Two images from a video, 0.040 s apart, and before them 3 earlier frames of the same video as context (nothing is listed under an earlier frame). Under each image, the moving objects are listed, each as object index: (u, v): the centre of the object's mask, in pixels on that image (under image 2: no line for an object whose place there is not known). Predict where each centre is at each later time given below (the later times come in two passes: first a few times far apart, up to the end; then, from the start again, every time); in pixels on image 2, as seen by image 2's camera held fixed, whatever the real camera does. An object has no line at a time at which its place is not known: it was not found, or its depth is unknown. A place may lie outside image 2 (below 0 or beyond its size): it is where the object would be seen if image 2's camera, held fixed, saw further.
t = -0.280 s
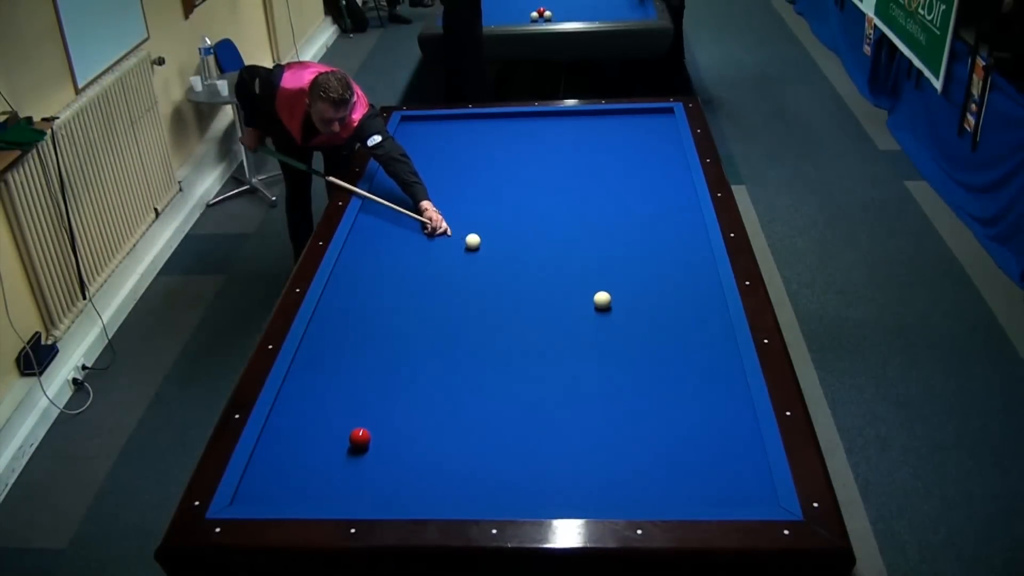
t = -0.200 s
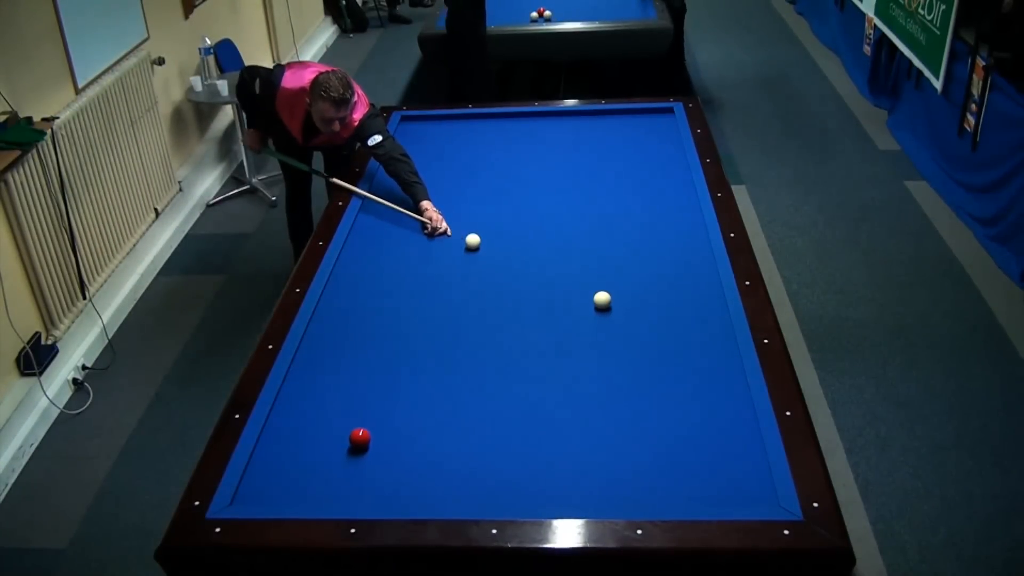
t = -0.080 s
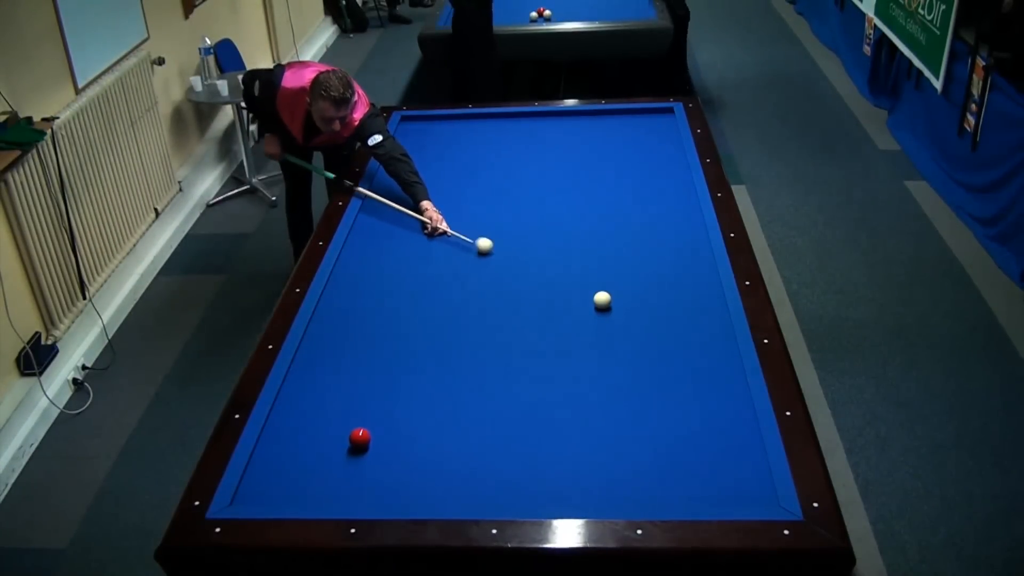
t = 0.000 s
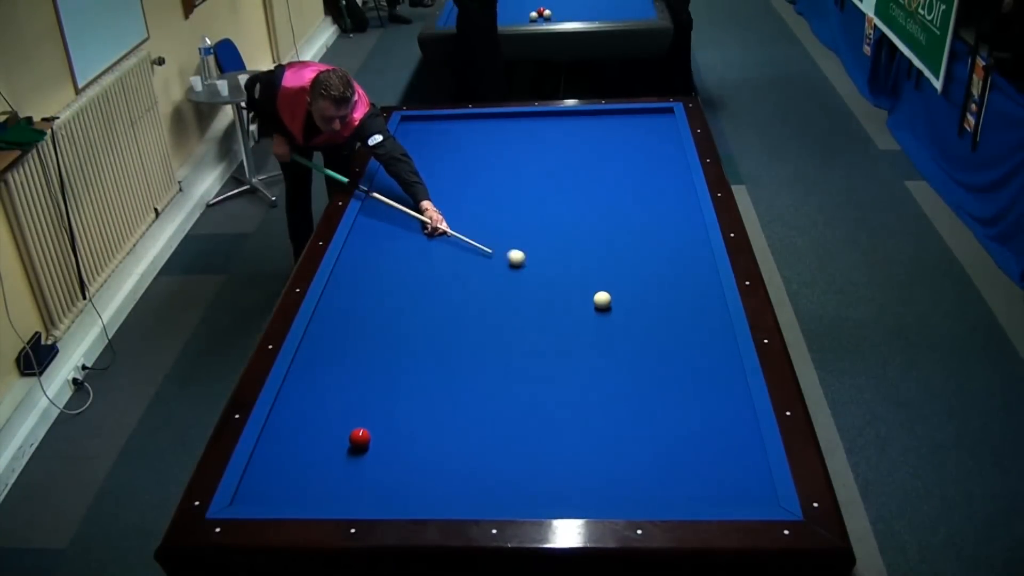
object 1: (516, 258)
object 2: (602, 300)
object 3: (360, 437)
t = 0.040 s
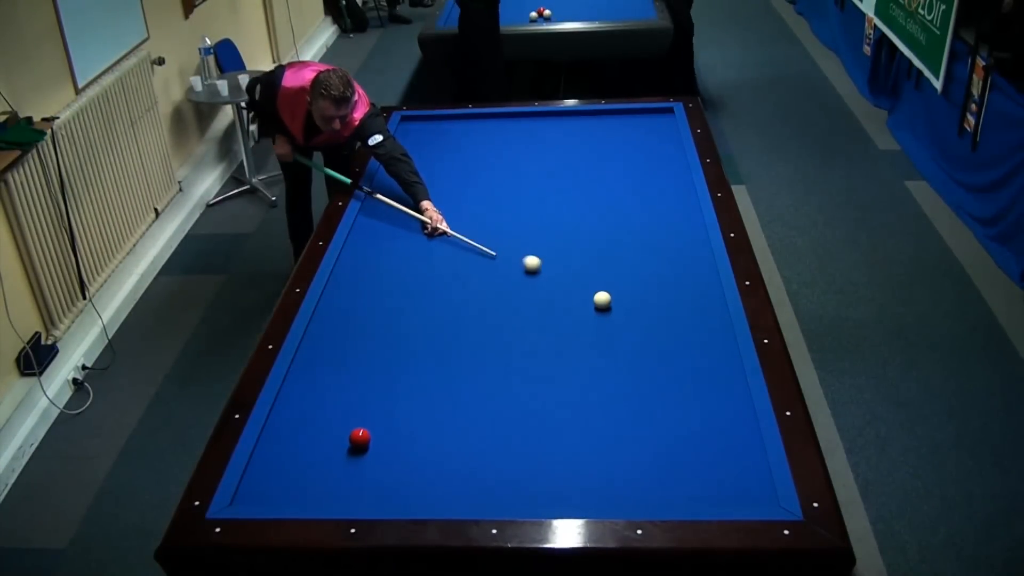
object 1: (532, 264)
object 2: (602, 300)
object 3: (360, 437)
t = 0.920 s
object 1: (613, 335)
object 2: (623, 406)
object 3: (360, 437)
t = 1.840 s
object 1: (386, 429)
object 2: (645, 454)
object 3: (360, 437)
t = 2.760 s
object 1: (329, 458)
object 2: (652, 375)
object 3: (274, 496)
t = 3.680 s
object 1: (284, 481)
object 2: (657, 318)
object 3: (351, 473)
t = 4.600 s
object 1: (250, 496)
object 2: (659, 276)
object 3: (413, 453)
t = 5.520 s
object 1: (252, 494)
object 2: (660, 245)
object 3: (458, 437)
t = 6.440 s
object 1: (254, 493)
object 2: (660, 221)
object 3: (488, 426)
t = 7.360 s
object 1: (254, 493)
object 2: (660, 203)
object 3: (505, 420)
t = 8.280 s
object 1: (255, 493)
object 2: (661, 190)
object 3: (511, 418)
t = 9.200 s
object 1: (255, 493)
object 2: (662, 182)
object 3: (510, 418)
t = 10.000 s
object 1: (255, 493)
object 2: (662, 178)
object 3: (510, 418)
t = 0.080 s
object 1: (547, 270)
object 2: (602, 300)
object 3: (360, 437)
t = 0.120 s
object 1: (563, 276)
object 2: (602, 300)
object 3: (360, 437)
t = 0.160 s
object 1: (579, 282)
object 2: (602, 300)
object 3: (360, 437)
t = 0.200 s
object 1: (594, 287)
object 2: (602, 300)
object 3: (360, 437)
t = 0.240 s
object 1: (612, 290)
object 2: (603, 304)
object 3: (360, 437)
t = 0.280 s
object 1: (627, 291)
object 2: (604, 311)
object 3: (360, 437)
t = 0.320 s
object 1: (642, 291)
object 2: (605, 317)
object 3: (360, 437)
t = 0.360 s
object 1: (658, 292)
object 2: (607, 323)
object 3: (360, 437)
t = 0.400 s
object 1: (674, 294)
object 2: (608, 329)
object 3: (360, 437)
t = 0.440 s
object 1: (690, 295)
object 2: (609, 335)
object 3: (360, 437)
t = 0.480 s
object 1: (706, 297)
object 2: (610, 340)
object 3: (360, 437)
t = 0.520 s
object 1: (713, 299)
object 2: (611, 345)
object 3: (360, 437)
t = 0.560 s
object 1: (701, 303)
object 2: (612, 351)
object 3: (360, 437)
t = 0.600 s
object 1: (689, 307)
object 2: (613, 357)
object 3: (360, 437)
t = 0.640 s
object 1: (678, 310)
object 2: (614, 362)
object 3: (360, 437)
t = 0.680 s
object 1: (668, 314)
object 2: (615, 368)
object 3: (360, 437)
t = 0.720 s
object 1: (659, 318)
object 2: (617, 374)
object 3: (360, 437)
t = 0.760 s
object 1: (650, 321)
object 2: (618, 381)
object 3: (360, 437)
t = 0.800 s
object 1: (641, 325)
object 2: (619, 387)
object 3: (360, 437)
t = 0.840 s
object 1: (632, 328)
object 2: (620, 393)
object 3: (360, 437)
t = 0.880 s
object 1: (623, 332)
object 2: (621, 399)
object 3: (360, 437)
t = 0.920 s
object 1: (613, 335)
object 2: (623, 406)
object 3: (360, 437)
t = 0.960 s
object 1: (604, 339)
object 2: (624, 413)
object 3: (360, 437)
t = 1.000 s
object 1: (595, 343)
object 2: (625, 419)
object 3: (360, 437)
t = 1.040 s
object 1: (586, 346)
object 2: (626, 426)
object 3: (360, 437)
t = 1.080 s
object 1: (577, 350)
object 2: (628, 433)
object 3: (360, 437)
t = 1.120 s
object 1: (567, 354)
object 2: (629, 440)
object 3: (360, 437)
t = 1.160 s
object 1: (558, 358)
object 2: (631, 447)
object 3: (360, 437)
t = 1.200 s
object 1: (548, 362)
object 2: (632, 454)
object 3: (360, 437)
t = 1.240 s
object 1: (539, 366)
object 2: (634, 461)
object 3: (360, 437)
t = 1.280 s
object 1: (529, 370)
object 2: (635, 469)
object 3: (359, 437)
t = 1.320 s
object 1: (520, 374)
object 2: (636, 477)
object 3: (360, 437)
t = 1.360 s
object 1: (510, 378)
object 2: (638, 485)
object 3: (360, 437)
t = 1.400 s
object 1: (500, 383)
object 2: (639, 492)
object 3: (360, 437)
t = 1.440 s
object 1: (490, 387)
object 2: (641, 497)
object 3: (360, 437)
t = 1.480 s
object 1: (480, 391)
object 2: (642, 494)
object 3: (360, 437)
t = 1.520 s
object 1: (470, 395)
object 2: (642, 489)
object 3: (360, 437)
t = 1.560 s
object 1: (460, 399)
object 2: (642, 484)
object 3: (360, 437)
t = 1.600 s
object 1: (450, 403)
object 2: (643, 480)
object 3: (360, 437)
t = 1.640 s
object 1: (439, 407)
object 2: (643, 475)
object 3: (360, 437)
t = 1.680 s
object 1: (429, 412)
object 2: (644, 471)
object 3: (360, 437)
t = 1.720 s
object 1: (418, 416)
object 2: (644, 467)
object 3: (360, 437)
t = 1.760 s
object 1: (408, 421)
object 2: (645, 463)
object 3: (360, 437)
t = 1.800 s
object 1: (397, 425)
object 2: (645, 459)
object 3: (360, 437)
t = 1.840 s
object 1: (386, 429)
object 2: (645, 454)
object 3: (360, 437)
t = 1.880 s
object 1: (380, 432)
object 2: (646, 450)
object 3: (355, 439)
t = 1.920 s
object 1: (379, 433)
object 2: (646, 446)
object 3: (345, 443)
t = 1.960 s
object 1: (377, 434)
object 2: (646, 442)
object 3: (336, 446)
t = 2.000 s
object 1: (375, 435)
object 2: (647, 438)
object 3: (327, 450)
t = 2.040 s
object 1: (372, 436)
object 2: (647, 434)
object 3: (320, 453)
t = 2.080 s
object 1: (369, 438)
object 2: (647, 431)
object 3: (313, 455)
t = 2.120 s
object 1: (367, 439)
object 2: (648, 427)
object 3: (305, 458)
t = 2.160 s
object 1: (364, 440)
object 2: (648, 424)
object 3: (298, 461)
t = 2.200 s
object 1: (362, 442)
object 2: (648, 420)
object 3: (291, 464)
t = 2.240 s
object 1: (359, 443)
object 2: (649, 417)
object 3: (283, 467)
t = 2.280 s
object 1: (357, 444)
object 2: (649, 413)
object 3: (276, 470)
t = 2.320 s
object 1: (354, 445)
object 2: (649, 410)
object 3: (269, 473)
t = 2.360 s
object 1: (352, 447)
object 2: (649, 406)
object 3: (261, 476)
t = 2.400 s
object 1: (350, 448)
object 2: (650, 403)
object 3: (253, 479)
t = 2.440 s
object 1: (347, 449)
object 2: (650, 400)
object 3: (251, 481)
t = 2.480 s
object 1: (345, 450)
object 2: (650, 397)
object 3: (254, 483)
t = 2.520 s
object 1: (342, 451)
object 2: (650, 394)
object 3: (258, 485)
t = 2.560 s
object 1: (340, 453)
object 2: (651, 390)
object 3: (260, 487)
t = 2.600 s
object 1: (338, 454)
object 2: (651, 387)
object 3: (263, 489)
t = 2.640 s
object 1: (335, 455)
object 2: (651, 384)
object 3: (266, 491)
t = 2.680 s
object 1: (333, 456)
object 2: (651, 381)
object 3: (269, 493)
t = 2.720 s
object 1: (331, 457)
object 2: (652, 378)
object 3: (271, 495)
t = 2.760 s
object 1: (329, 458)
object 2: (652, 375)
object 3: (274, 496)
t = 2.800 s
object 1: (326, 460)
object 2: (652, 373)
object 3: (278, 496)
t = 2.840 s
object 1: (324, 461)
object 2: (652, 370)
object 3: (282, 495)
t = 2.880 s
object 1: (322, 462)
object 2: (653, 367)
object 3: (285, 494)
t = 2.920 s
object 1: (320, 463)
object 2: (653, 364)
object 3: (289, 493)
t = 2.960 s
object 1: (318, 464)
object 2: (653, 362)
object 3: (292, 492)
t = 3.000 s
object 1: (316, 465)
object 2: (653, 359)
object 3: (296, 492)
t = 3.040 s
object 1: (314, 466)
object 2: (654, 356)
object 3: (299, 490)
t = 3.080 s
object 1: (312, 467)
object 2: (654, 353)
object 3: (303, 489)
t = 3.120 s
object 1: (310, 467)
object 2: (654, 351)
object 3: (306, 488)
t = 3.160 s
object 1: (308, 467)
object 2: (654, 348)
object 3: (310, 487)
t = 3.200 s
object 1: (305, 469)
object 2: (654, 346)
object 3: (313, 486)
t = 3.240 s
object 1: (303, 470)
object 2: (654, 343)
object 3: (317, 484)
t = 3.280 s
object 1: (302, 472)
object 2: (655, 341)
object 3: (320, 484)
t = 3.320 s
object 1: (300, 473)
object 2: (655, 339)
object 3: (323, 483)
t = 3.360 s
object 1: (298, 474)
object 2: (655, 336)
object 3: (326, 481)
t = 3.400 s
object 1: (296, 475)
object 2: (655, 334)
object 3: (330, 480)
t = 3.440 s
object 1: (294, 476)
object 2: (655, 331)
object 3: (333, 479)
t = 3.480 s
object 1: (293, 477)
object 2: (656, 329)
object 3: (336, 477)
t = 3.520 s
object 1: (291, 478)
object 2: (656, 327)
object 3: (339, 477)
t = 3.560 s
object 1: (289, 479)
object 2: (656, 325)
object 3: (342, 476)
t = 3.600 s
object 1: (287, 479)
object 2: (656, 323)
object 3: (346, 474)
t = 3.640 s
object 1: (285, 480)
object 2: (656, 320)
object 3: (349, 473)
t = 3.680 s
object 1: (284, 481)
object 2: (657, 318)
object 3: (351, 473)
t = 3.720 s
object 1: (282, 482)
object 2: (657, 316)
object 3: (355, 471)
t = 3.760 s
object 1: (280, 483)
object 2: (657, 314)
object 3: (357, 471)
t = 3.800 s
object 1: (279, 484)
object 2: (657, 312)
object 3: (361, 469)
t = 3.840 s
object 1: (277, 485)
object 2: (657, 310)
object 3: (363, 469)
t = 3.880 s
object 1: (275, 486)
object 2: (657, 308)
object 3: (366, 468)
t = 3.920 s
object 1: (274, 487)
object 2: (657, 306)
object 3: (369, 467)
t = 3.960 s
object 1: (272, 487)
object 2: (658, 304)
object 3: (372, 466)
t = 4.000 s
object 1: (271, 488)
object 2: (658, 302)
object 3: (375, 466)
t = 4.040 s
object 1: (269, 489)
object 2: (658, 300)
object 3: (378, 464)
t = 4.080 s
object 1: (268, 490)
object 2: (658, 299)
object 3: (380, 463)
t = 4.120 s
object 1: (266, 490)
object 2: (658, 297)
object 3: (383, 462)
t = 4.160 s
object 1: (265, 491)
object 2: (658, 295)
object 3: (386, 461)
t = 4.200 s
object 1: (263, 492)
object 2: (658, 293)
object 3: (388, 460)
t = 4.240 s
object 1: (262, 492)
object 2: (658, 291)
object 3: (391, 460)
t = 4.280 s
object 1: (260, 493)
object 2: (658, 290)
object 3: (393, 459)
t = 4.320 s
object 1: (259, 494)
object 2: (658, 288)
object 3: (396, 458)
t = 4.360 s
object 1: (258, 494)
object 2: (658, 286)
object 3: (399, 457)
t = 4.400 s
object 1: (257, 494)
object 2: (658, 285)
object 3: (401, 456)
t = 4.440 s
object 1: (255, 495)
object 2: (659, 283)
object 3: (404, 456)
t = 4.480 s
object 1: (254, 495)
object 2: (659, 281)
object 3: (406, 455)
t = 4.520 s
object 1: (253, 496)
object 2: (659, 280)
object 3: (408, 454)
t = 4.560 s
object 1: (252, 496)
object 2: (659, 278)
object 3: (411, 453)
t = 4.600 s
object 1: (250, 496)
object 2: (659, 276)
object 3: (413, 453)
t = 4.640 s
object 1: (249, 497)
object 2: (659, 275)
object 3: (415, 452)
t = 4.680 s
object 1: (248, 497)
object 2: (659, 273)
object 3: (418, 451)
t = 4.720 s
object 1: (247, 497)
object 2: (659, 272)
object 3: (420, 450)
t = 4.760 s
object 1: (246, 497)
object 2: (659, 270)
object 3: (422, 450)
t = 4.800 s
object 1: (245, 497)
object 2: (659, 268)
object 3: (424, 449)
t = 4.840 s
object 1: (244, 496)
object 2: (659, 267)
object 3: (426, 448)
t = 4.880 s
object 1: (244, 496)
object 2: (659, 266)
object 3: (428, 448)
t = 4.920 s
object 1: (244, 496)
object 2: (659, 264)
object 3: (430, 447)
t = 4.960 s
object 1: (245, 496)
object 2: (659, 263)
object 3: (433, 446)
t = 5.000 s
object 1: (246, 496)
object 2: (659, 261)
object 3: (435, 445)
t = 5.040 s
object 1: (246, 495)
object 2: (659, 260)
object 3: (437, 445)
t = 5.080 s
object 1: (247, 495)
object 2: (659, 259)
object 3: (438, 444)
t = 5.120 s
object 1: (248, 495)
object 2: (659, 257)
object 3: (441, 443)
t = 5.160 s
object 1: (248, 495)
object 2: (659, 256)
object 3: (442, 443)
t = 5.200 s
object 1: (249, 495)
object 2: (659, 255)
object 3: (444, 442)
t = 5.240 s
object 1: (249, 495)
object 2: (659, 253)
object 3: (446, 441)
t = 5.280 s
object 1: (250, 494)
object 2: (659, 252)
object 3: (448, 441)
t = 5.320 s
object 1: (250, 494)
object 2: (659, 251)
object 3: (450, 440)
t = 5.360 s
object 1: (250, 494)
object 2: (660, 250)
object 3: (451, 440)
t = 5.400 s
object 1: (251, 494)
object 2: (660, 248)
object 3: (453, 439)
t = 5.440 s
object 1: (251, 494)
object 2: (660, 247)
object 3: (455, 438)
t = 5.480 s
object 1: (252, 494)
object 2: (660, 246)
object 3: (457, 438)
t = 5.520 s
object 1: (252, 494)
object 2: (660, 245)
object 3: (458, 437)
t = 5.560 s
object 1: (252, 493)
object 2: (660, 244)
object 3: (460, 437)
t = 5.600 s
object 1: (253, 493)
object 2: (660, 242)
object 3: (461, 436)
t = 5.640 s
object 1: (253, 493)
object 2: (660, 241)
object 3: (463, 436)
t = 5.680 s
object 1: (253, 493)
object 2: (660, 240)
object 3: (464, 436)
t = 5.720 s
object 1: (253, 493)
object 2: (660, 239)
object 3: (466, 435)
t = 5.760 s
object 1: (254, 493)
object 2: (660, 238)
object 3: (467, 434)
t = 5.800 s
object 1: (254, 493)
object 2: (660, 237)
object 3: (469, 434)
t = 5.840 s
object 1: (254, 493)
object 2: (660, 236)
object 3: (470, 433)
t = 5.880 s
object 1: (254, 493)
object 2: (660, 235)
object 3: (471, 433)
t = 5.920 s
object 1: (254, 493)
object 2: (660, 234)
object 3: (473, 432)
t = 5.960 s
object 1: (254, 493)
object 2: (660, 232)
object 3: (474, 432)
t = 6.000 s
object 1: (254, 493)
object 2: (660, 231)
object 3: (476, 431)
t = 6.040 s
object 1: (254, 493)
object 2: (660, 230)
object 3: (477, 431)
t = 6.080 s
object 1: (254, 493)
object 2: (660, 229)
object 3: (478, 430)
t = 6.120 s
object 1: (254, 493)
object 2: (660, 228)
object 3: (479, 429)
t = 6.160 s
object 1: (254, 493)
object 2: (660, 227)
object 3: (481, 429)
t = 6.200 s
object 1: (254, 493)
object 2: (660, 226)
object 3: (482, 428)
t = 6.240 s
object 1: (254, 493)
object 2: (660, 225)
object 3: (483, 428)
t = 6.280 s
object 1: (254, 493)
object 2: (660, 224)
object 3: (484, 428)
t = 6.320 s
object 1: (254, 493)
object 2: (660, 224)
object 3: (485, 427)
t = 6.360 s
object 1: (254, 493)
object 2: (660, 223)
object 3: (486, 427)
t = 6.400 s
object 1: (254, 493)
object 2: (660, 222)
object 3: (487, 427)
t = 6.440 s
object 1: (254, 493)
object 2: (660, 221)
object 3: (488, 426)
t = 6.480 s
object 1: (254, 493)
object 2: (660, 220)
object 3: (489, 426)
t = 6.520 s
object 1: (254, 493)
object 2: (660, 219)
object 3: (490, 426)
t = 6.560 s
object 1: (254, 493)
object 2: (660, 218)
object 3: (491, 425)
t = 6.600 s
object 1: (254, 493)
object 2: (660, 217)
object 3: (492, 425)
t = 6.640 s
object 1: (254, 493)
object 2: (660, 216)
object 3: (493, 425)
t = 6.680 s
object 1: (254, 493)
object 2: (660, 216)
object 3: (494, 424)
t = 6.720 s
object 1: (254, 493)
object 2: (660, 215)
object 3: (495, 424)
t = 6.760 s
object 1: (254, 492)
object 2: (660, 214)
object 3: (496, 423)
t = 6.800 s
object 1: (254, 493)
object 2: (660, 213)
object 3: (496, 423)
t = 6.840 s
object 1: (254, 493)
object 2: (660, 212)
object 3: (497, 423)
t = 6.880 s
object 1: (254, 493)
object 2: (660, 212)
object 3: (498, 423)
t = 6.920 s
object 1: (254, 493)
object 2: (660, 211)
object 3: (499, 422)
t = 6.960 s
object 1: (255, 493)
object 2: (660, 210)
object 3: (499, 422)
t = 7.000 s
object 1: (254, 493)
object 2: (660, 209)
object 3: (500, 422)
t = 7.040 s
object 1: (254, 493)
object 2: (660, 209)
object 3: (501, 422)
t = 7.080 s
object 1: (254, 493)
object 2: (660, 208)
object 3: (501, 421)
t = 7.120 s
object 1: (254, 493)
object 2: (660, 207)
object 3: (502, 421)
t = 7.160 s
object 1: (254, 493)
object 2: (660, 206)
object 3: (503, 421)
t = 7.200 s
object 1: (254, 493)
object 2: (660, 206)
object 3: (503, 421)
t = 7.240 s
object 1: (254, 493)
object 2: (660, 205)
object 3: (504, 420)
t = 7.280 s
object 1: (255, 493)
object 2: (660, 204)
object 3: (504, 420)
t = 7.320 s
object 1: (254, 493)
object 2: (660, 204)
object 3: (505, 420)
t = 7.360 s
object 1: (254, 493)
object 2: (660, 203)
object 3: (505, 420)
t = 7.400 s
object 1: (254, 493)
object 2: (660, 202)
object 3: (506, 420)
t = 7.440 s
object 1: (254, 493)
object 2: (660, 202)
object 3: (506, 420)
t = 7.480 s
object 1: (255, 493)
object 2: (660, 201)
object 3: (507, 420)
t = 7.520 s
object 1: (254, 493)
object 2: (661, 200)
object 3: (507, 419)
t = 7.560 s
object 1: (255, 493)
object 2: (661, 200)
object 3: (507, 419)
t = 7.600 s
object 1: (254, 493)
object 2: (661, 199)
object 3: (508, 419)
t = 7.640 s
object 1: (255, 493)
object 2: (660, 199)
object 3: (508, 419)
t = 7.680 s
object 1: (254, 493)
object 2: (661, 198)
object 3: (508, 419)
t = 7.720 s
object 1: (254, 493)
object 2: (661, 197)
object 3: (509, 419)
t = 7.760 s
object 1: (254, 493)
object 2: (660, 197)
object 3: (509, 419)
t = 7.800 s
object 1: (254, 493)
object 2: (661, 196)
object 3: (509, 419)
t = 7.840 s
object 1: (255, 493)
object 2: (661, 196)
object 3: (509, 418)
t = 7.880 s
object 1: (255, 493)
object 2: (661, 195)
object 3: (510, 418)
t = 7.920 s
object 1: (255, 493)
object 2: (661, 195)
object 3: (510, 418)
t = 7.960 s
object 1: (255, 493)
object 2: (661, 194)
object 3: (510, 418)
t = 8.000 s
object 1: (255, 493)
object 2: (661, 194)
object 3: (510, 418)
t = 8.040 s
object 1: (255, 493)
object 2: (661, 193)
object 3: (510, 418)
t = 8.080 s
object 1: (255, 493)
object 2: (661, 193)
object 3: (510, 418)
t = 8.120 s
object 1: (255, 493)
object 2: (661, 192)
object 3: (511, 418)
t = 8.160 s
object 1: (255, 493)
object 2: (661, 191)
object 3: (511, 418)
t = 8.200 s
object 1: (255, 493)
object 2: (661, 191)
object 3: (511, 418)
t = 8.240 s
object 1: (255, 493)
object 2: (661, 191)
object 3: (511, 418)
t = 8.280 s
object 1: (255, 493)
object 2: (661, 190)
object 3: (511, 418)
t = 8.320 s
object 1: (255, 493)
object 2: (661, 190)
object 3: (511, 418)
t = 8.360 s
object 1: (255, 493)
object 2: (661, 189)
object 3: (511, 418)
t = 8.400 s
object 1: (255, 493)
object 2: (661, 189)
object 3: (511, 418)
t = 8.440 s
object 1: (255, 493)
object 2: (661, 189)
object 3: (511, 418)
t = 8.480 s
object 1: (255, 493)
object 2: (661, 188)
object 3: (510, 418)
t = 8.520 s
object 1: (255, 493)
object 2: (662, 188)
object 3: (510, 418)
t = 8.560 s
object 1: (254, 493)
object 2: (662, 187)
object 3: (510, 418)
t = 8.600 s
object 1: (254, 493)
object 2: (662, 187)
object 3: (510, 418)
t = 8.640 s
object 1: (254, 493)
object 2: (662, 186)
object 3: (510, 418)
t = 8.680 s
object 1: (255, 493)
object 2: (662, 186)
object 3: (510, 418)
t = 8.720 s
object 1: (254, 493)
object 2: (662, 186)
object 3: (510, 418)
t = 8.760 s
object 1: (254, 493)
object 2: (662, 185)
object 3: (510, 418)
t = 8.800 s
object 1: (255, 493)
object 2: (662, 185)
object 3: (510, 418)
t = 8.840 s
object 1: (255, 493)
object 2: (662, 185)
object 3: (510, 418)
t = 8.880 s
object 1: (254, 493)
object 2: (662, 184)
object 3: (510, 418)
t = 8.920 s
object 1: (254, 493)
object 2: (662, 184)
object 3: (510, 418)
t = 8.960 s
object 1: (254, 493)
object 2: (662, 184)
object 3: (510, 418)
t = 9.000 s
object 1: (255, 493)
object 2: (662, 183)
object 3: (510, 418)
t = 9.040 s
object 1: (255, 493)
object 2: (662, 183)
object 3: (510, 418)
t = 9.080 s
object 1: (255, 493)
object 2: (662, 183)
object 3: (510, 418)
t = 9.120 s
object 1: (255, 493)
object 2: (662, 182)
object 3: (510, 418)
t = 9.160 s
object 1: (255, 493)
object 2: (662, 182)
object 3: (510, 419)
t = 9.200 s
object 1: (255, 493)
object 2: (662, 182)
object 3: (510, 418)
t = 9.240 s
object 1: (255, 493)
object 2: (662, 182)
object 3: (510, 418)
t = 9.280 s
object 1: (255, 493)
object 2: (662, 181)
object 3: (510, 418)
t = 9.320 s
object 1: (255, 493)
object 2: (662, 181)
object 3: (510, 418)
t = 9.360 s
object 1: (255, 493)
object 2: (662, 181)
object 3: (510, 418)
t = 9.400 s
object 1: (255, 493)
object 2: (662, 181)
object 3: (510, 418)
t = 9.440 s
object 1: (255, 493)
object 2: (662, 180)
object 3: (510, 418)
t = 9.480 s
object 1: (255, 493)
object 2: (662, 180)
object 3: (510, 418)
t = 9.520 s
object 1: (255, 493)
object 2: (662, 180)
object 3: (510, 418)
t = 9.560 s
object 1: (255, 493)
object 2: (662, 180)
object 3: (510, 418)
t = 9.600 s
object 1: (255, 493)
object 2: (662, 179)
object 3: (510, 418)
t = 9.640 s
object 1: (254, 493)
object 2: (662, 179)
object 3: (510, 418)
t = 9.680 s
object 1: (255, 493)
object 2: (662, 179)
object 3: (510, 418)
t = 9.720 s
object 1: (254, 493)
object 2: (662, 179)
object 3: (510, 418)
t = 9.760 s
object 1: (255, 493)
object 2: (662, 179)
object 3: (510, 418)
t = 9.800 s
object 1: (255, 493)
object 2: (662, 178)
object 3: (510, 418)
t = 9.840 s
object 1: (255, 493)
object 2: (662, 178)
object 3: (510, 418)
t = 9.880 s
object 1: (255, 493)
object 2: (662, 178)
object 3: (510, 418)
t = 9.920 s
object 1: (255, 493)
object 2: (662, 178)
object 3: (510, 418)
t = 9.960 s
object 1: (255, 493)
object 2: (662, 178)
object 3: (510, 418)
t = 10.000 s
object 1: (255, 493)
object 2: (662, 178)
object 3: (510, 418)
